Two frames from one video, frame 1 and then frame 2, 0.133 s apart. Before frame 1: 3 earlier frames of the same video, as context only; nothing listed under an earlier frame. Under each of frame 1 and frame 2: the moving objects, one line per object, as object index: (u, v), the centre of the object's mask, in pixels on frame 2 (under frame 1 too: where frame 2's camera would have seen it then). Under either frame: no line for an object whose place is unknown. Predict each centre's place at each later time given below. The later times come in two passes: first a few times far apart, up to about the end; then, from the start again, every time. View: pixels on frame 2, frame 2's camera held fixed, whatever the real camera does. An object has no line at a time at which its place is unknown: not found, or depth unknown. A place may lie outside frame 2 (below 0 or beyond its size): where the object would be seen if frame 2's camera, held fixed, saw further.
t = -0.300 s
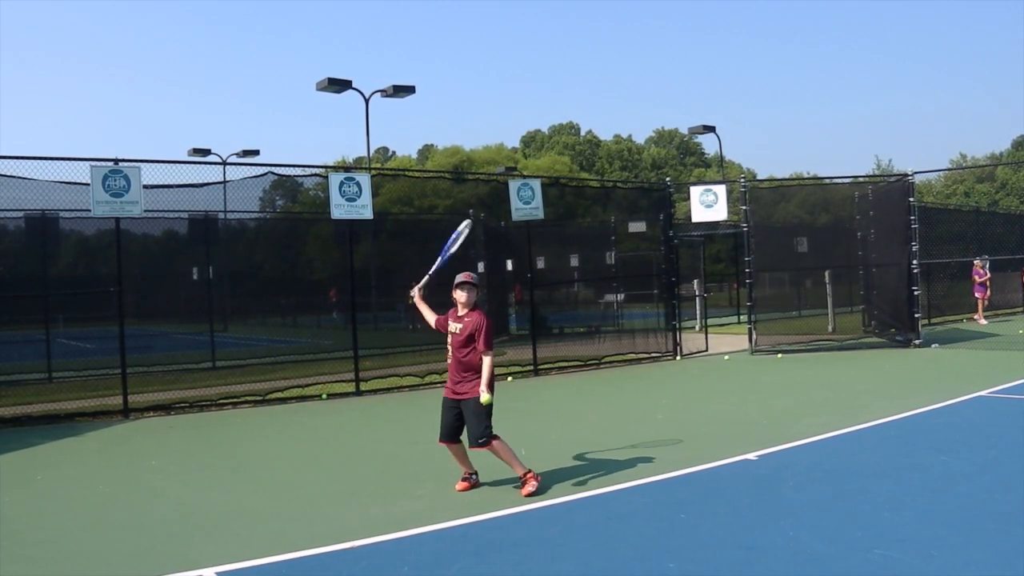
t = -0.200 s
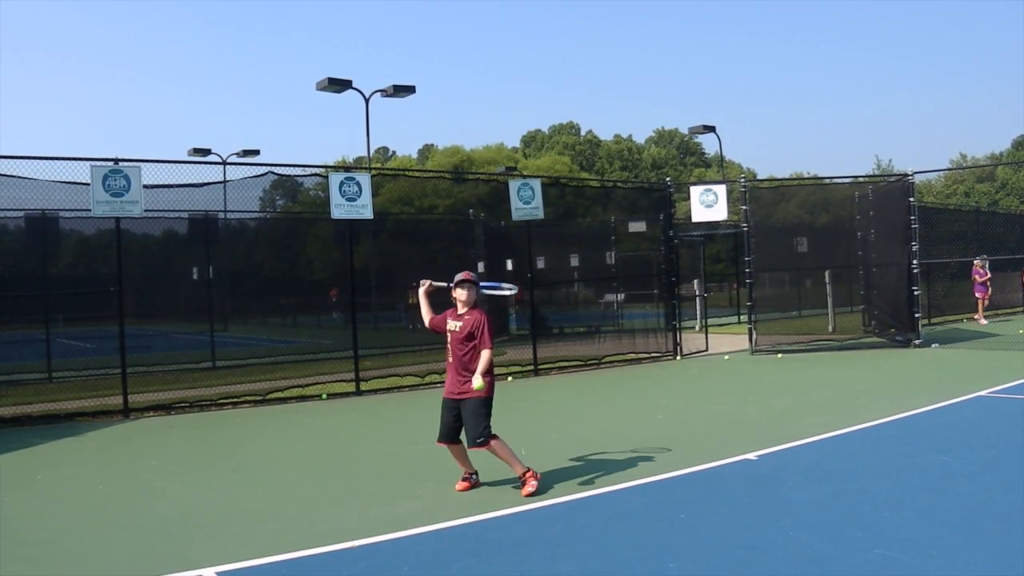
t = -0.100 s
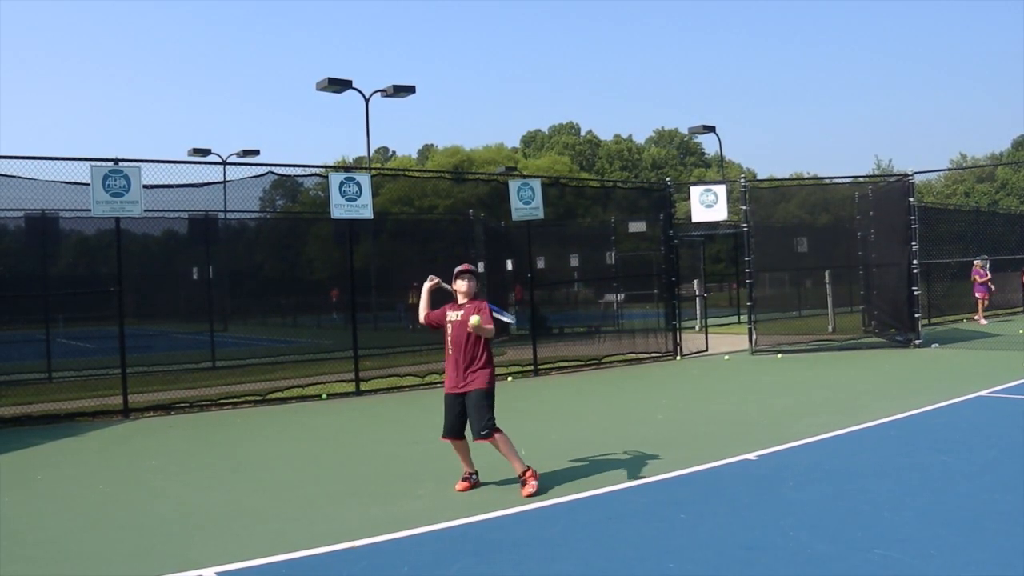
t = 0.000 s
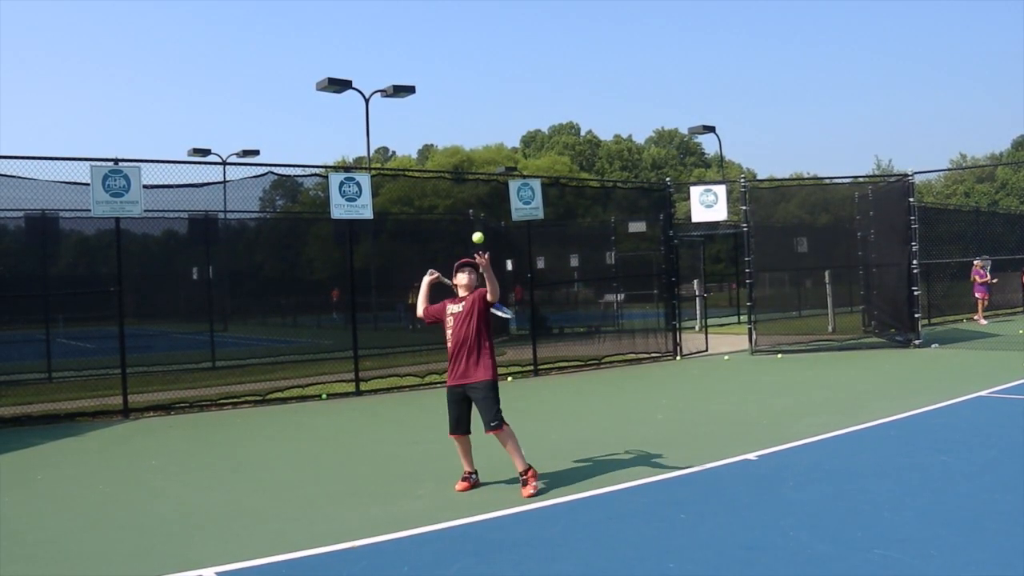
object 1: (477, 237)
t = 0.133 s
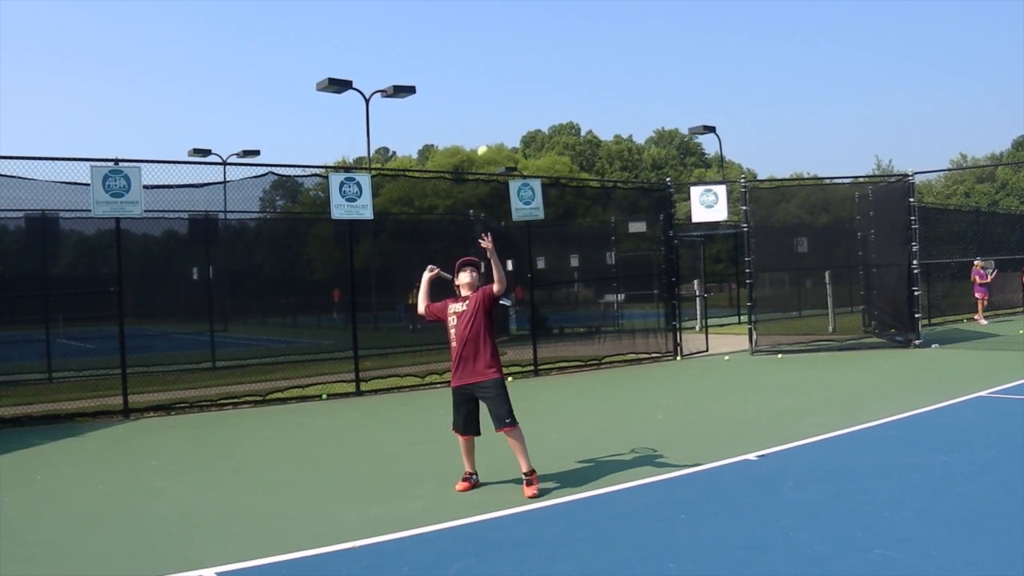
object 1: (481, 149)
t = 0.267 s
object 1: (487, 91)
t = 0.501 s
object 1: (501, 58)
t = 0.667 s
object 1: (513, 86)
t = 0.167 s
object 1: (484, 133)
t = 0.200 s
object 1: (485, 118)
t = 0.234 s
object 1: (486, 104)
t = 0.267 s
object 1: (487, 91)
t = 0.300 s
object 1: (489, 82)
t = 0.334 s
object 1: (492, 73)
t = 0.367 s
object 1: (493, 67)
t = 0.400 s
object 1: (495, 62)
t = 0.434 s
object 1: (497, 59)
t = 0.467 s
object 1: (499, 57)
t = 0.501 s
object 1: (501, 58)
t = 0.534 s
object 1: (504, 60)
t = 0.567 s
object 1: (506, 63)
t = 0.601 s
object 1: (508, 69)
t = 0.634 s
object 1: (510, 77)
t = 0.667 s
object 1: (513, 86)
